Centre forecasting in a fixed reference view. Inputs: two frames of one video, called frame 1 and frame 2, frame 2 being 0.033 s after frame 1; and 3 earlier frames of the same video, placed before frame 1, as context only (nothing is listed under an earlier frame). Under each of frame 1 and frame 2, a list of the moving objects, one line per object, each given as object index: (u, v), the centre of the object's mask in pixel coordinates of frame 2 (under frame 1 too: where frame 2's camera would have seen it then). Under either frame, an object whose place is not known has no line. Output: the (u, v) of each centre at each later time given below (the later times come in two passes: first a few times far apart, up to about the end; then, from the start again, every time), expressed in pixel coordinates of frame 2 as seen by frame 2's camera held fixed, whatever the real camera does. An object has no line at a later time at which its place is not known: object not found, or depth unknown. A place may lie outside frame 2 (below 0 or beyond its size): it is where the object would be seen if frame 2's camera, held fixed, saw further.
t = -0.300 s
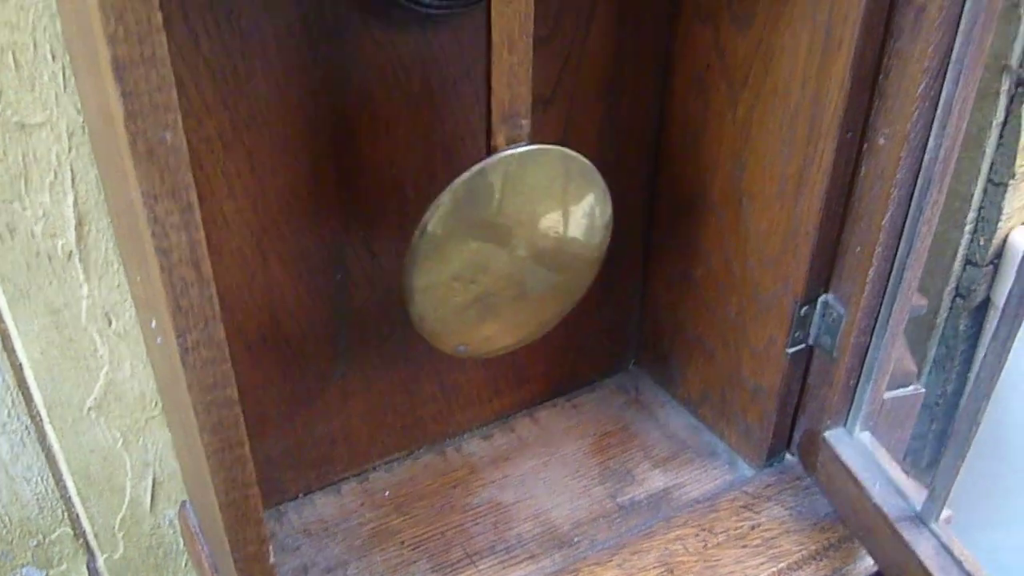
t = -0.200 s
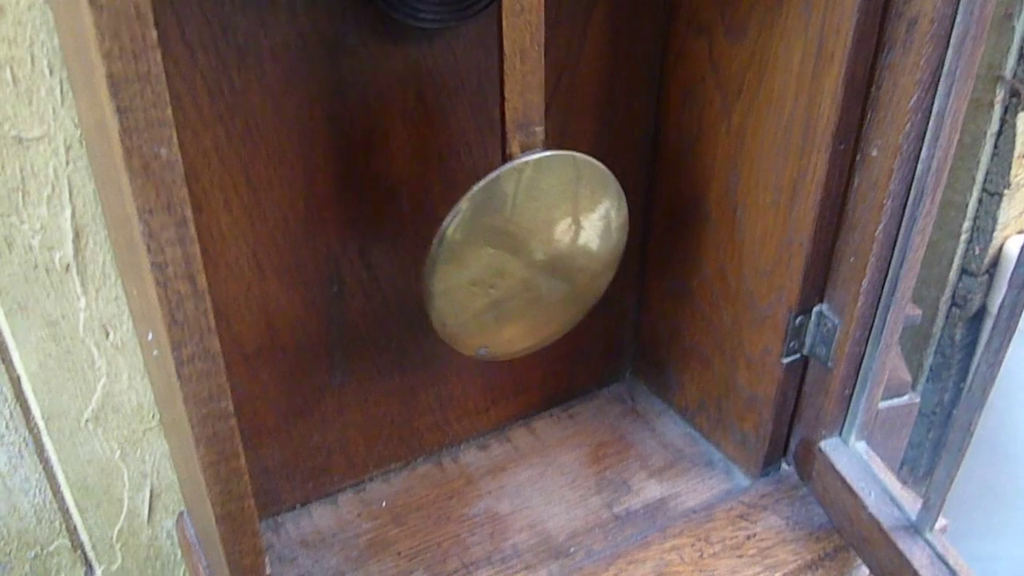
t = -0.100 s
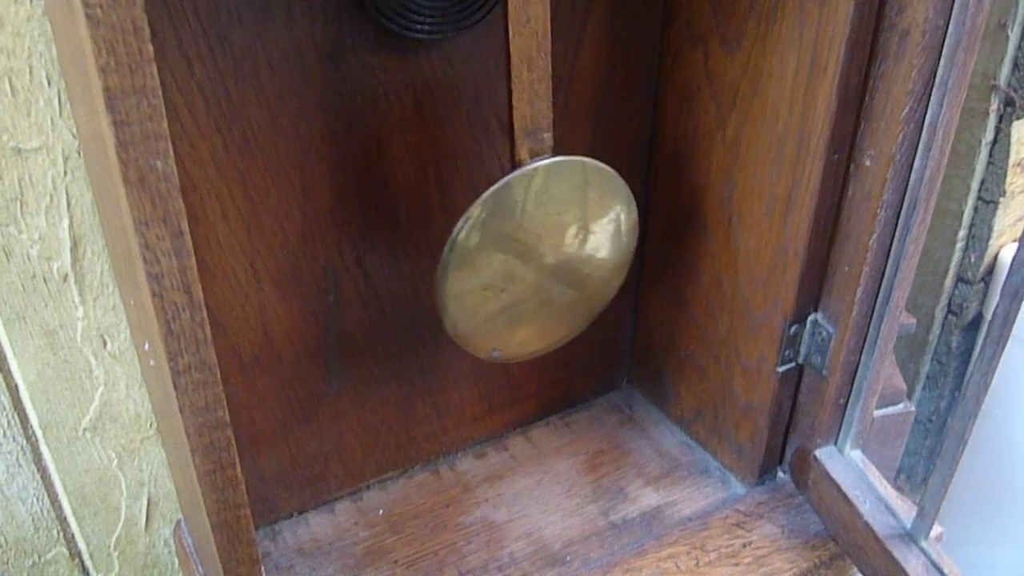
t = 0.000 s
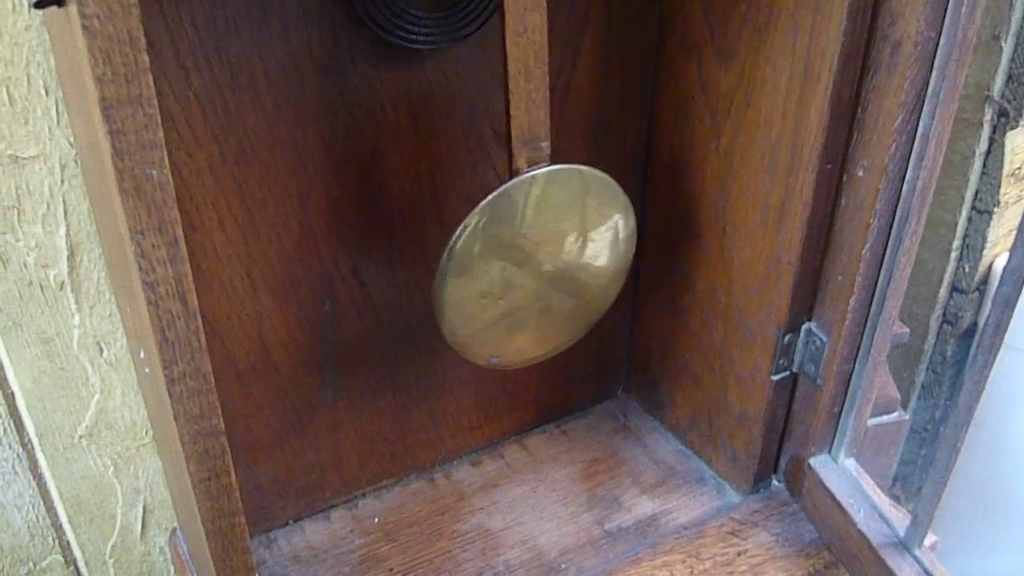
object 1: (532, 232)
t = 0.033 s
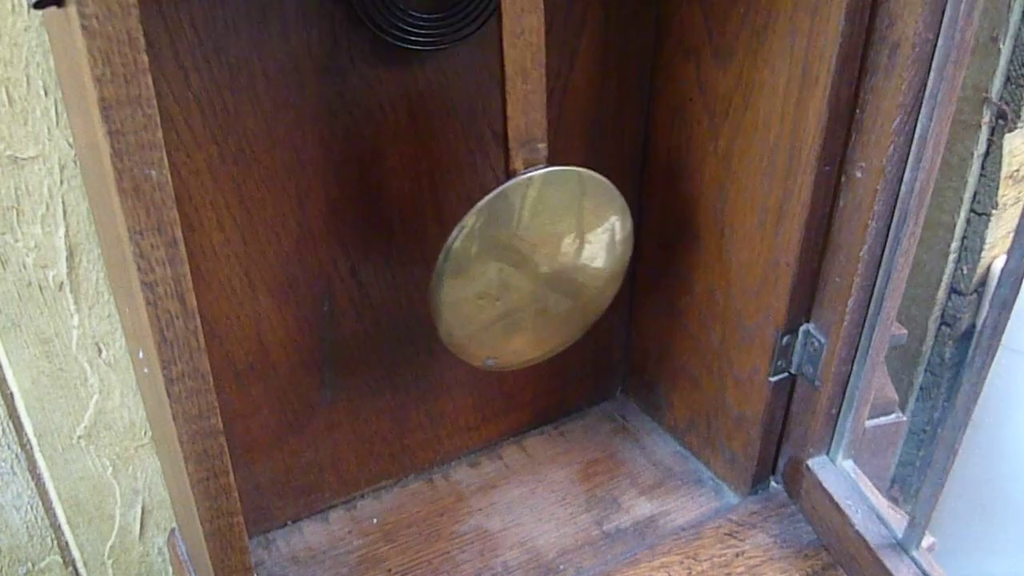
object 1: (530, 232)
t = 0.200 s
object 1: (503, 240)
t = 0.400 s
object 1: (465, 252)
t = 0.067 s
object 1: (527, 233)
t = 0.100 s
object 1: (523, 234)
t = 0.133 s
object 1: (517, 236)
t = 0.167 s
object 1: (510, 238)
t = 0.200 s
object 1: (503, 240)
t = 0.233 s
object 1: (496, 242)
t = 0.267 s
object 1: (489, 245)
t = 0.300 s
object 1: (482, 247)
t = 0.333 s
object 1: (475, 250)
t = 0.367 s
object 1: (470, 251)
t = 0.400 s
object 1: (465, 252)
